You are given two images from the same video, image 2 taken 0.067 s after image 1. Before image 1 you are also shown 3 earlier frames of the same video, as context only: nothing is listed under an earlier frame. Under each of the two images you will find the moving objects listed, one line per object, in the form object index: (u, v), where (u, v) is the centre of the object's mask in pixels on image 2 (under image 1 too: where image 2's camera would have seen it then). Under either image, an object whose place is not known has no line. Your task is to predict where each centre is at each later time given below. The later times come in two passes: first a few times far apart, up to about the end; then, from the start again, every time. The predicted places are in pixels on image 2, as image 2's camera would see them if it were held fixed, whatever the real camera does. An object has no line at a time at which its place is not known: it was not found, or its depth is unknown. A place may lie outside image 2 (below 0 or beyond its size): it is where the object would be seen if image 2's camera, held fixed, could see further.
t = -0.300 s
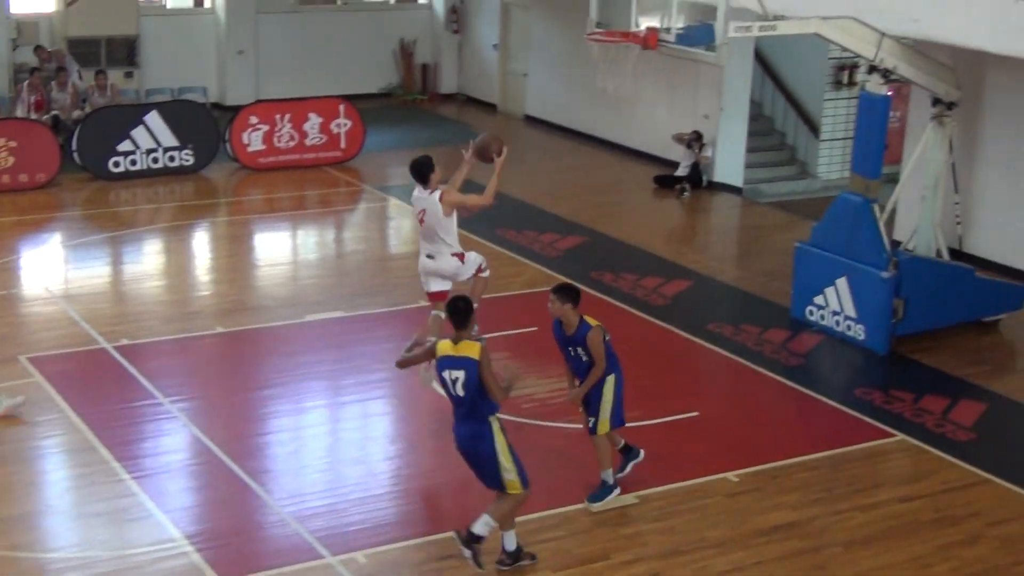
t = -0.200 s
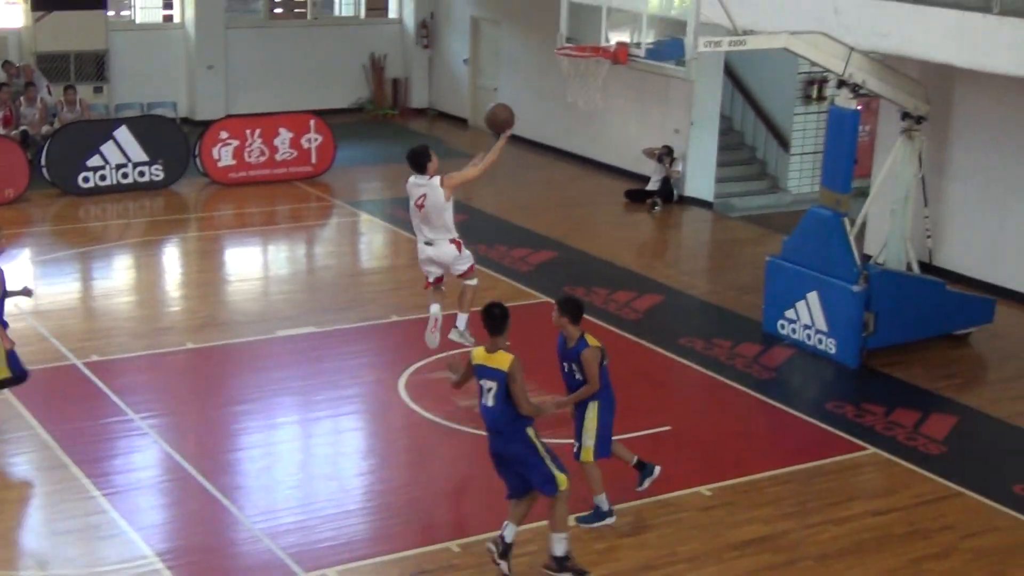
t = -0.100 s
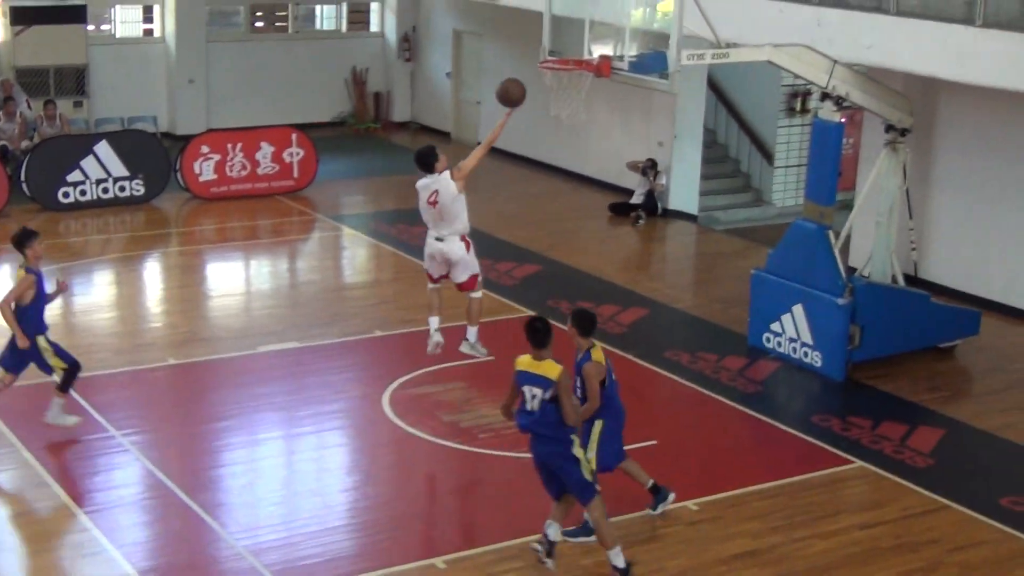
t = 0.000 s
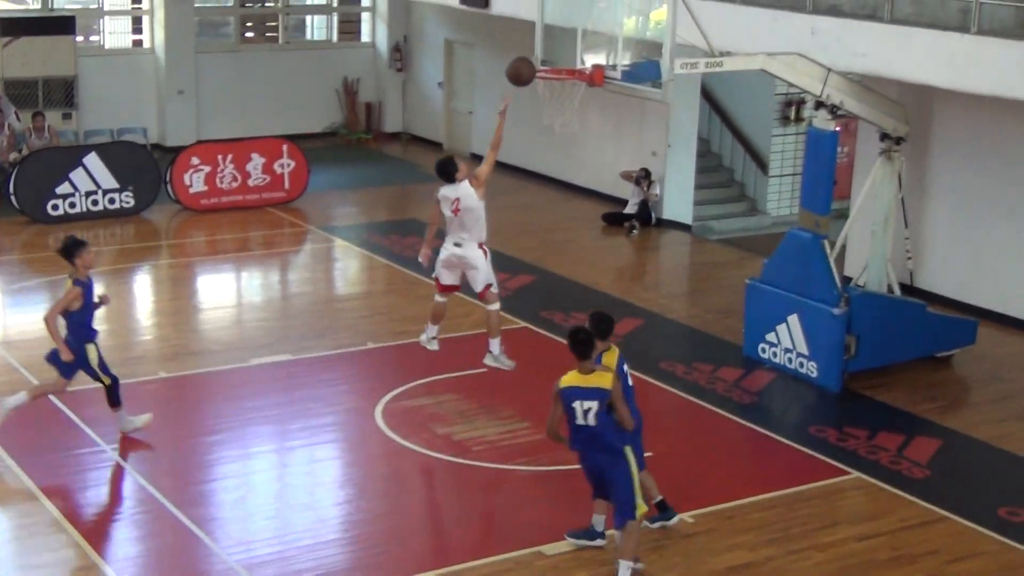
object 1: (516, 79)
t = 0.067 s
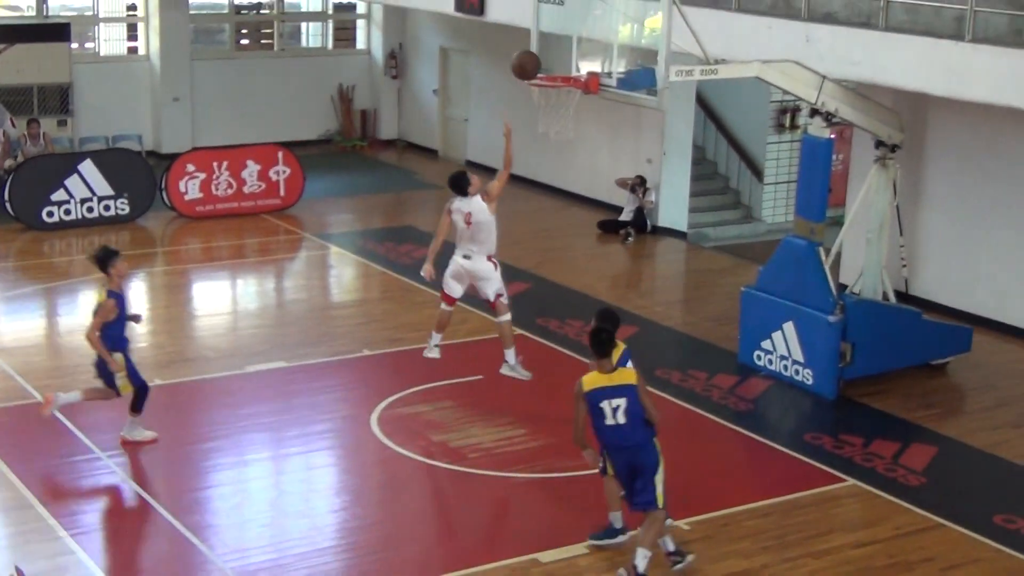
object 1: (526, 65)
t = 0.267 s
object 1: (554, 57)
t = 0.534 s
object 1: (545, 85)
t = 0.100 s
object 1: (531, 61)
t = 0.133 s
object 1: (535, 57)
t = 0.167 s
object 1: (540, 55)
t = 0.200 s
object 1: (545, 54)
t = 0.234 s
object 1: (549, 55)
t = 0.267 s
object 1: (554, 57)
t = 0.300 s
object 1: (558, 60)
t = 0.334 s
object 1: (562, 65)
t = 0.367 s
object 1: (567, 71)
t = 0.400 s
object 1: (569, 74)
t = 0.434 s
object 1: (564, 75)
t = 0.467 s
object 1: (558, 77)
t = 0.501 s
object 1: (551, 81)
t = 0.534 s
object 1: (545, 85)
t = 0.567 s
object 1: (544, 91)
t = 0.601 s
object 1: (544, 98)
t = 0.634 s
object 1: (544, 103)
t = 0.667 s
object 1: (544, 111)
